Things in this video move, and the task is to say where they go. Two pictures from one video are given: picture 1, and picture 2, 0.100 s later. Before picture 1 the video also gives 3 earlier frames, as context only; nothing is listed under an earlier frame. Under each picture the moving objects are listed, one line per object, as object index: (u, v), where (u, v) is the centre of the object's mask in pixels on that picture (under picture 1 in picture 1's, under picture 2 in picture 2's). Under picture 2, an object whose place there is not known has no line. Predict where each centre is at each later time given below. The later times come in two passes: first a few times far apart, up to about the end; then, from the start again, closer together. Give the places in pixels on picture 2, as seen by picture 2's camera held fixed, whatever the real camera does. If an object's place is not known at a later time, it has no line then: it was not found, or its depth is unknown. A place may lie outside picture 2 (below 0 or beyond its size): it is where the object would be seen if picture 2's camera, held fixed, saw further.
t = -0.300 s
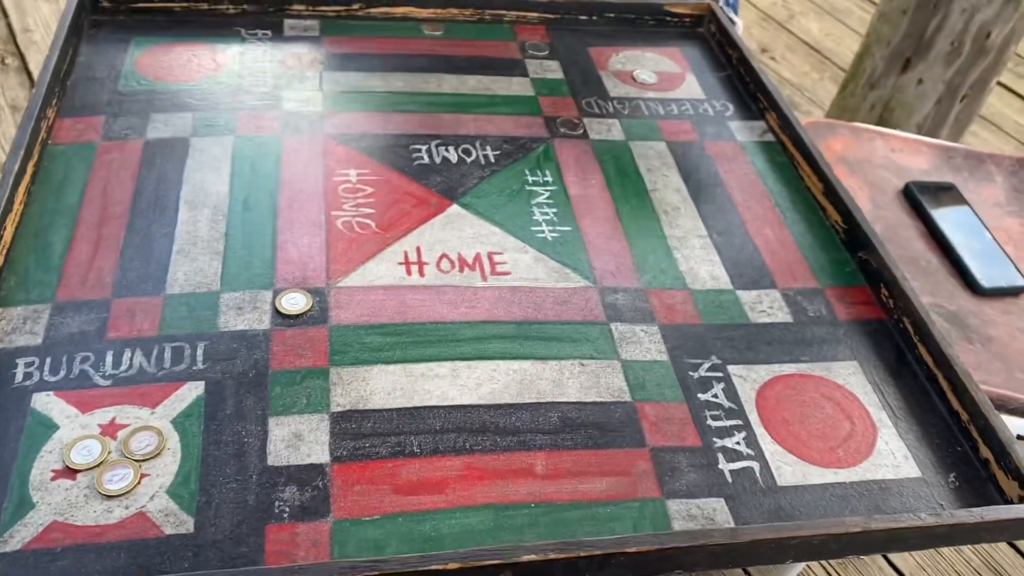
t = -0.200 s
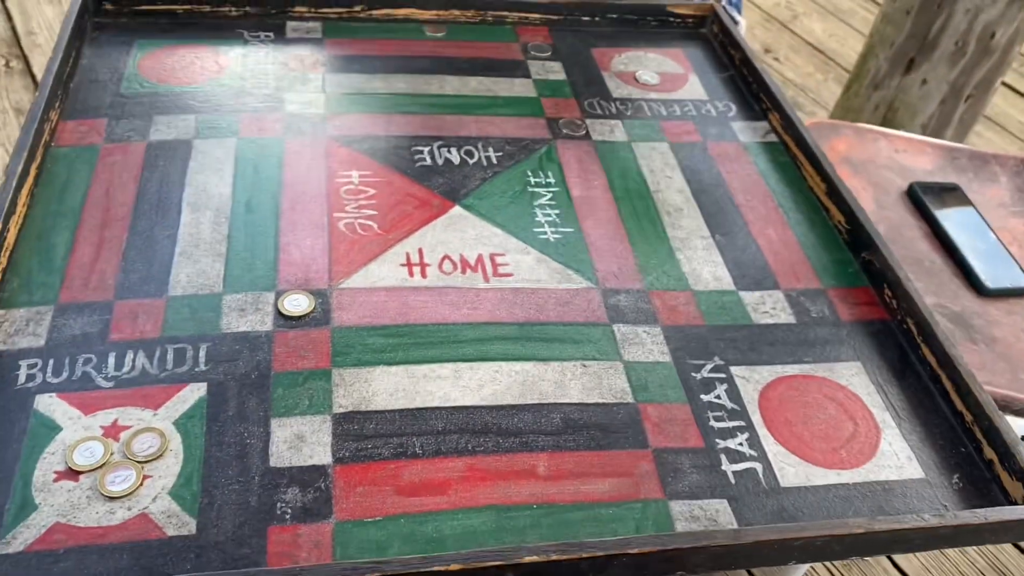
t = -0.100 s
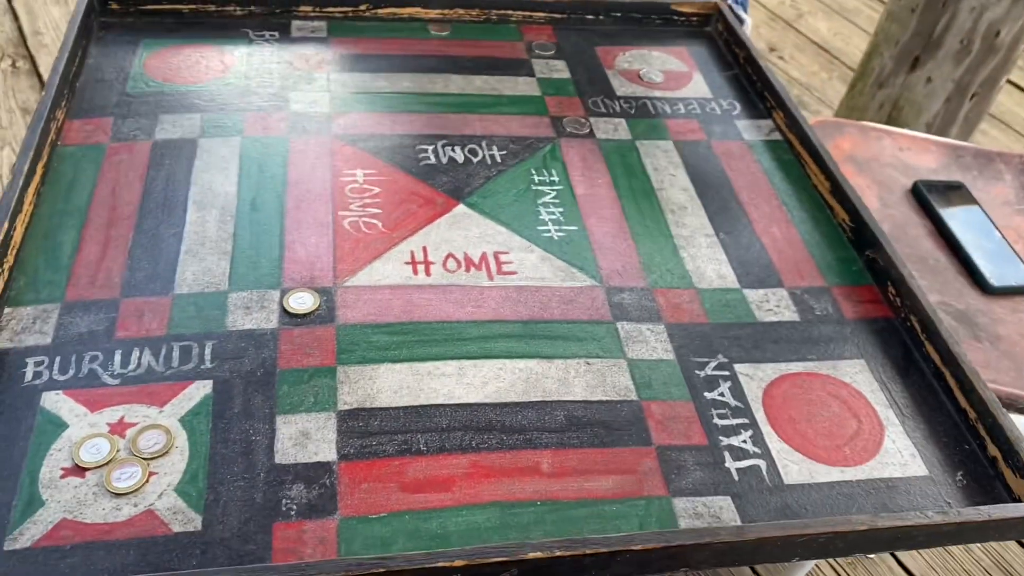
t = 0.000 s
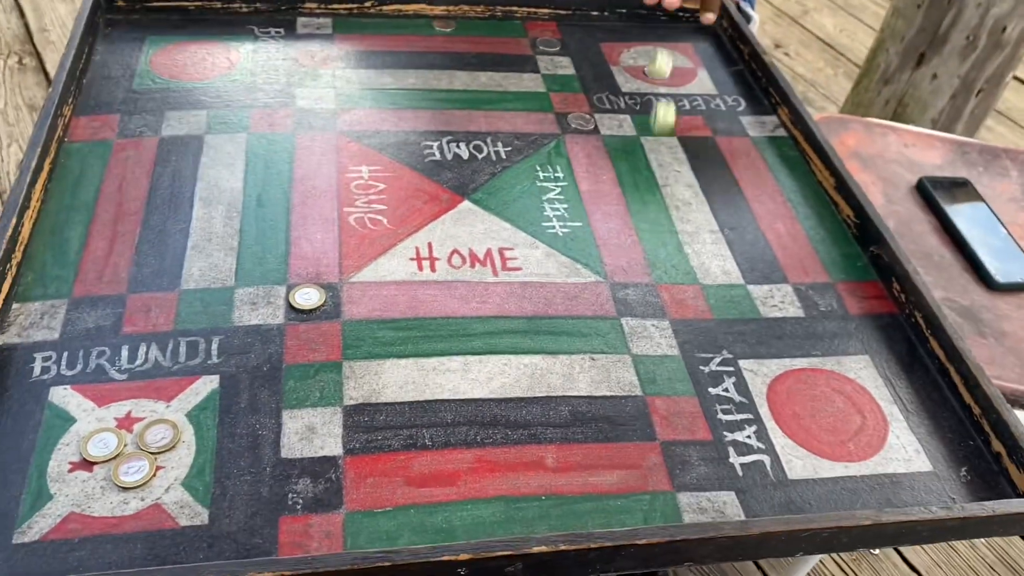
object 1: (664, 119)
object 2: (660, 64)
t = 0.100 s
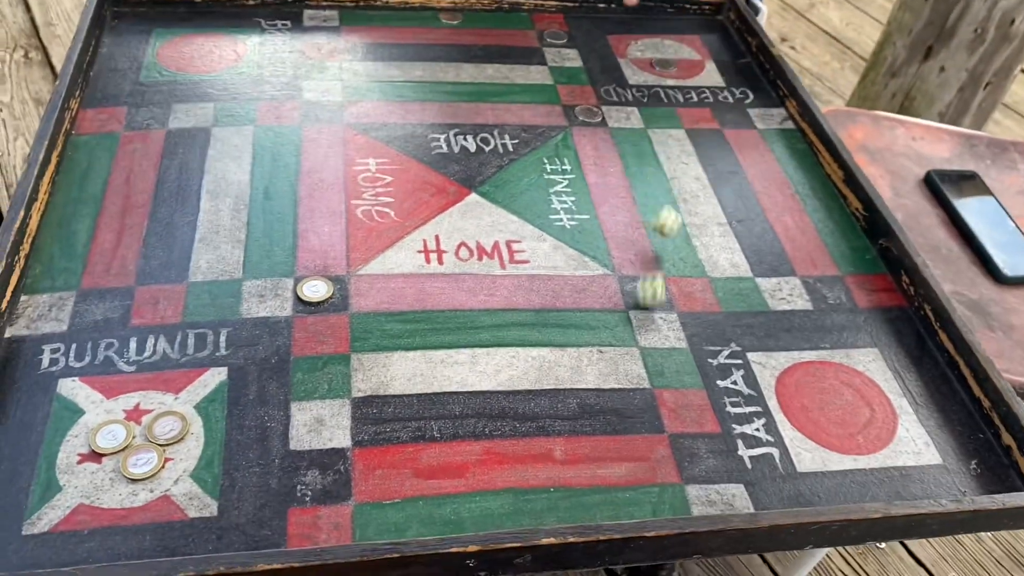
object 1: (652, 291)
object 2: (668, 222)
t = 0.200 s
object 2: (685, 393)
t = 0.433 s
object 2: (660, 421)
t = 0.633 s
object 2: (655, 408)
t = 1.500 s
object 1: (468, 364)
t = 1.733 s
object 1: (466, 364)
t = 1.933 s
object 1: (467, 363)
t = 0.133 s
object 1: (649, 362)
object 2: (671, 277)
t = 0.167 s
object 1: (642, 444)
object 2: (679, 334)
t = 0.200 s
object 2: (685, 393)
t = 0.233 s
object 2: (695, 462)
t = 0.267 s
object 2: (701, 501)
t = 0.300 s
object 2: (690, 486)
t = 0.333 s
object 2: (678, 466)
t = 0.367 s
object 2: (670, 448)
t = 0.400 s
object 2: (665, 433)
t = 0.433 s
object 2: (660, 421)
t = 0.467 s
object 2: (658, 412)
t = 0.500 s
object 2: (656, 409)
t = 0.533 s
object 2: (655, 408)
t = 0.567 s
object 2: (655, 408)
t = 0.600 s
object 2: (655, 408)
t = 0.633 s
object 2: (655, 408)
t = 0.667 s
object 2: (656, 408)
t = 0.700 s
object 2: (657, 408)
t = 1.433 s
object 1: (468, 364)
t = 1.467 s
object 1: (468, 365)
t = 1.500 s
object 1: (468, 364)
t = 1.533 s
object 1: (467, 364)
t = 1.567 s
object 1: (467, 364)
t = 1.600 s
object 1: (467, 364)
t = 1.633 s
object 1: (467, 365)
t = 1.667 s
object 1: (466, 364)
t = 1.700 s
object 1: (466, 364)
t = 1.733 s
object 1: (466, 364)
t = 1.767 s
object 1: (466, 364)
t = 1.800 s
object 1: (466, 364)
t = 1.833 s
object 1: (466, 363)
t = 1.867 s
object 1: (466, 363)
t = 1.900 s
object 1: (467, 363)
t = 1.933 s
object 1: (467, 363)
